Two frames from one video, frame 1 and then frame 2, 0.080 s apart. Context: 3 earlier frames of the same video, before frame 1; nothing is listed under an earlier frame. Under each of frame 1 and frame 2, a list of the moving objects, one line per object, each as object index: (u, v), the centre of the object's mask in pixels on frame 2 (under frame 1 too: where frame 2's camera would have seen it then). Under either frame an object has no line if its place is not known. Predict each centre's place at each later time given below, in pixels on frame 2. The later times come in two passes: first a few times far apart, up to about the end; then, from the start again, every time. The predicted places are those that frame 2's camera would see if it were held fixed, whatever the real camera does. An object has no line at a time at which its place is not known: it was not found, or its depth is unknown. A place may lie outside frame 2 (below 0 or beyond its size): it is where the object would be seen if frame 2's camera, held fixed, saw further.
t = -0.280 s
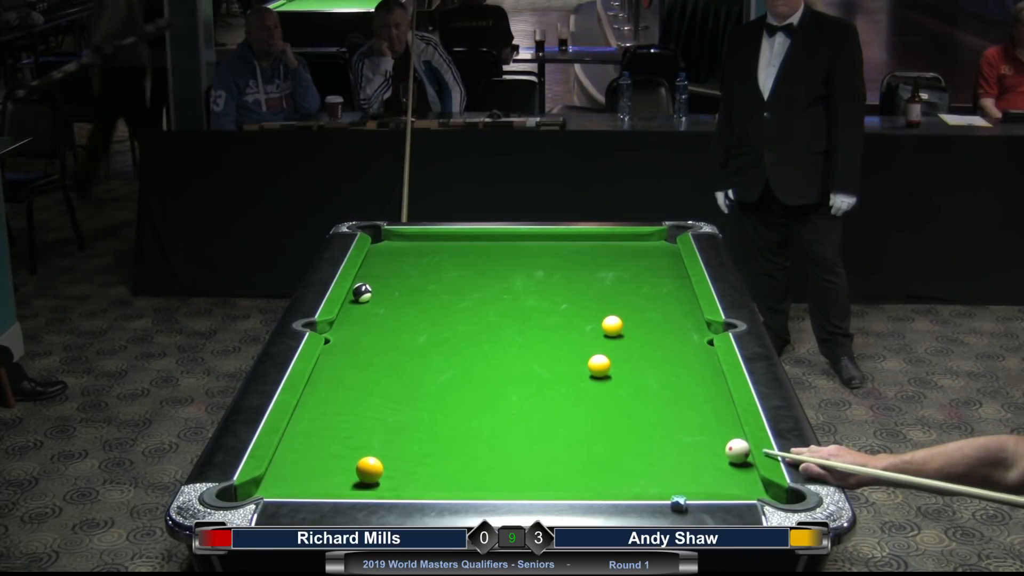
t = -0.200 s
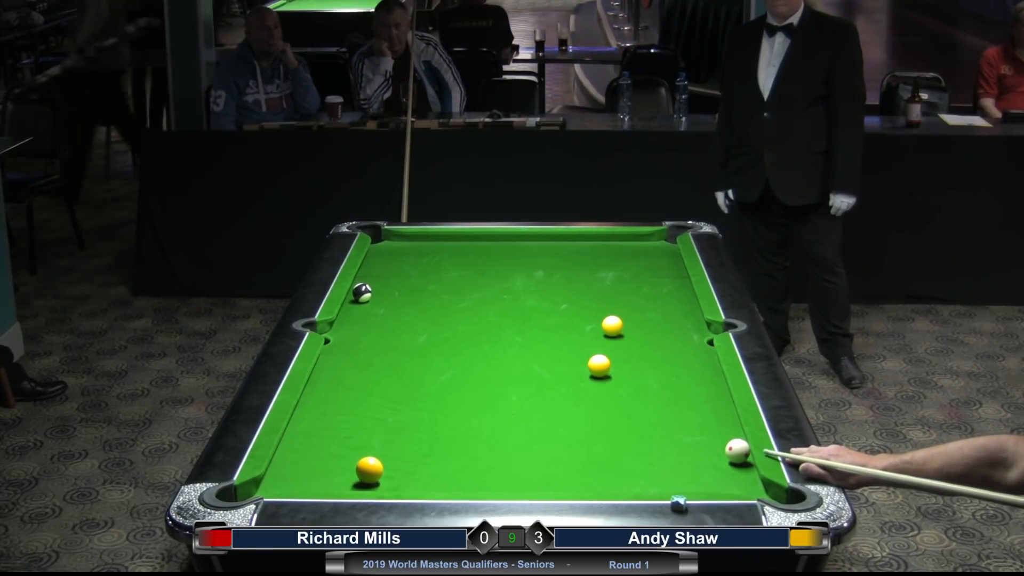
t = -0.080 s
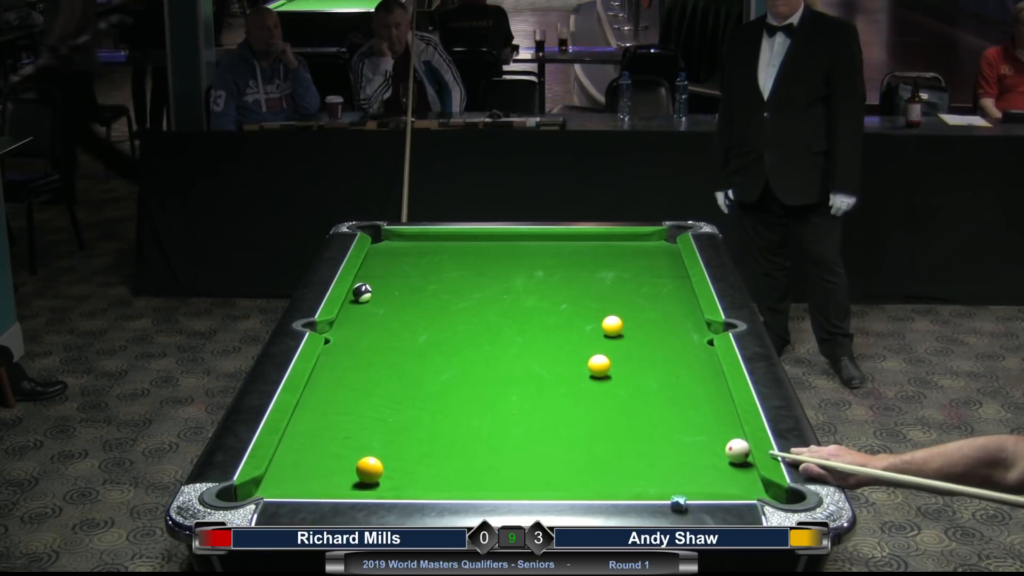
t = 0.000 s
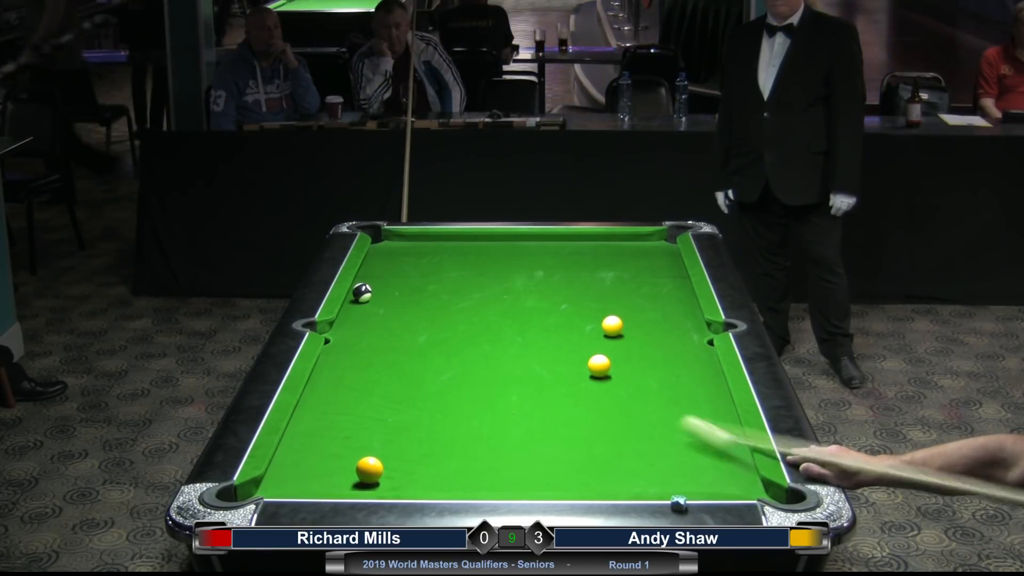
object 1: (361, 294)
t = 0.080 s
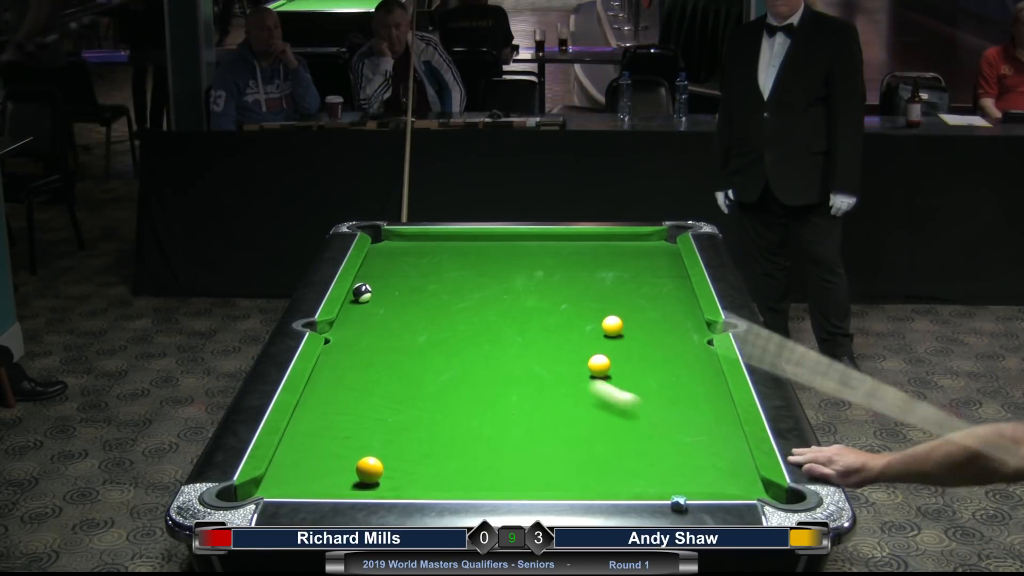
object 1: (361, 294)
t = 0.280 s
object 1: (361, 294)
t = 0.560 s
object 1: (467, 273)
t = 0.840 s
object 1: (590, 255)
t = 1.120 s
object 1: (645, 240)
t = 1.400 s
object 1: (588, 238)
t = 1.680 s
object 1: (543, 242)
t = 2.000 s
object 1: (494, 246)
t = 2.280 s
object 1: (454, 249)
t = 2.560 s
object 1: (416, 252)
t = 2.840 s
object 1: (383, 255)
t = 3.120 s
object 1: (386, 257)
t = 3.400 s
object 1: (402, 259)
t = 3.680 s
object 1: (416, 259)
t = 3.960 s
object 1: (428, 260)
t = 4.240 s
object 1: (438, 261)
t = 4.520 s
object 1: (445, 262)
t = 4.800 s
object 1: (451, 262)
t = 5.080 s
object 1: (453, 263)
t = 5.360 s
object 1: (453, 263)
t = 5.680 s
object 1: (453, 263)
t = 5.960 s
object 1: (453, 263)
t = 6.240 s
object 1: (453, 263)
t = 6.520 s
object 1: (453, 263)
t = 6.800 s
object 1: (453, 263)
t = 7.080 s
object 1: (453, 263)
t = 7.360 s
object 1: (453, 263)
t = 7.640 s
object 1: (453, 263)
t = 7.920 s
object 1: (453, 263)
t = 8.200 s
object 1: (453, 263)
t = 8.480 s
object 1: (453, 263)
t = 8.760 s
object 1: (453, 263)
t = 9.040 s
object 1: (453, 263)
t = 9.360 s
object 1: (453, 263)
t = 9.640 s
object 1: (453, 263)
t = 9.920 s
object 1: (453, 263)
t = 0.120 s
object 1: (361, 294)
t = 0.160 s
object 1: (361, 294)
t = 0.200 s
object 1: (361, 294)
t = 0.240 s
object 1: (361, 294)
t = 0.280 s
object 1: (361, 294)
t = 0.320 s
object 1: (361, 294)
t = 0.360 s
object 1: (359, 290)
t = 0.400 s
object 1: (378, 283)
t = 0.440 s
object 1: (406, 280)
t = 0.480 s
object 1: (426, 279)
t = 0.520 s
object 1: (446, 276)
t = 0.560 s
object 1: (467, 273)
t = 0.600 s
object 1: (484, 270)
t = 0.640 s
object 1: (504, 267)
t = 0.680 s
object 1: (521, 265)
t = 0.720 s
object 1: (540, 262)
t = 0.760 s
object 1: (556, 260)
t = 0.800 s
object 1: (574, 257)
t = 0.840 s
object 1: (590, 255)
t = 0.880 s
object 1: (608, 252)
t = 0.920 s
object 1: (623, 250)
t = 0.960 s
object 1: (640, 248)
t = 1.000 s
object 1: (655, 244)
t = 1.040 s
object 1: (667, 243)
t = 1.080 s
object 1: (657, 242)
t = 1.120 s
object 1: (645, 240)
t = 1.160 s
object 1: (633, 240)
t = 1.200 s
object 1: (623, 239)
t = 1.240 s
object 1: (615, 238)
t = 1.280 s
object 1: (606, 237)
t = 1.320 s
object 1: (599, 237)
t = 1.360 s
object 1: (593, 238)
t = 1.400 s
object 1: (588, 238)
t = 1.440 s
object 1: (580, 239)
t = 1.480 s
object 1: (573, 240)
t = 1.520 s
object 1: (567, 240)
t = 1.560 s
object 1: (561, 240)
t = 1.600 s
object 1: (554, 241)
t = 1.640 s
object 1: (548, 242)
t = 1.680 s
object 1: (543, 242)
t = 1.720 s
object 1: (537, 242)
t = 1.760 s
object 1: (530, 242)
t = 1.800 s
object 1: (523, 243)
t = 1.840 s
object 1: (518, 244)
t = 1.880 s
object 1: (512, 244)
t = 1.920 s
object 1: (505, 245)
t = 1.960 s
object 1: (499, 245)
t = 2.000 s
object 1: (494, 246)
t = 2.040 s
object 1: (490, 247)
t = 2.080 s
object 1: (483, 247)
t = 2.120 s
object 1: (476, 247)
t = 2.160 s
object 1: (471, 248)
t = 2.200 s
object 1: (465, 249)
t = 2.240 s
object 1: (460, 249)
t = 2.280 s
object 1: (454, 249)
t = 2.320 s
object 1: (448, 250)
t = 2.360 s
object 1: (443, 250)
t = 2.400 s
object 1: (439, 251)
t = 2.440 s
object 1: (433, 251)
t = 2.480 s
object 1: (427, 251)
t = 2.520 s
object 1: (421, 251)
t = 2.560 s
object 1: (416, 252)
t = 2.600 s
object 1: (411, 253)
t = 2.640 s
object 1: (407, 253)
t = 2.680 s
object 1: (401, 253)
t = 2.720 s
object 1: (396, 254)
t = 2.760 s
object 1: (390, 254)
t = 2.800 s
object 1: (386, 255)
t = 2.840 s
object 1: (383, 255)
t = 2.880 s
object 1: (377, 255)
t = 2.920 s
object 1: (374, 256)
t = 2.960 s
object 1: (376, 256)
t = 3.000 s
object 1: (379, 256)
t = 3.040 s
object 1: (382, 256)
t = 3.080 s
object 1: (384, 257)
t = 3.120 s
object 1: (386, 257)
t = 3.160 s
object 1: (389, 257)
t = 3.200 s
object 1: (391, 258)
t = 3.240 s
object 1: (394, 258)
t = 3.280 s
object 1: (396, 258)
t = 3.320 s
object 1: (398, 258)
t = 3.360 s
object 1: (400, 258)
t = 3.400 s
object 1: (402, 259)
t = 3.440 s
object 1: (405, 259)
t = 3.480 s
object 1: (407, 259)
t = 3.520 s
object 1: (409, 259)
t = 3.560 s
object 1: (411, 259)
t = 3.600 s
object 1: (413, 259)
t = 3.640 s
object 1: (414, 259)
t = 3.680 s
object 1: (416, 259)
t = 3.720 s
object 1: (418, 260)
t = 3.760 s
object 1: (420, 260)
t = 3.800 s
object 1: (422, 260)
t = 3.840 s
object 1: (423, 260)
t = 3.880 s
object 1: (425, 260)
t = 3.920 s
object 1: (427, 260)
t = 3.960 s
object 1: (428, 260)
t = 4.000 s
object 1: (430, 260)
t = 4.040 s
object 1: (431, 261)
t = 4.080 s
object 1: (433, 261)
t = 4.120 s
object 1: (434, 261)
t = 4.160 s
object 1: (436, 261)
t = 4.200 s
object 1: (437, 261)
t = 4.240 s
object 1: (438, 261)
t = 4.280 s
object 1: (439, 262)
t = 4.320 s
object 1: (440, 262)
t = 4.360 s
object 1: (442, 262)
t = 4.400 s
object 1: (443, 262)
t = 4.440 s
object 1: (444, 262)
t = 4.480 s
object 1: (445, 262)
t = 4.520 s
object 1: (445, 262)
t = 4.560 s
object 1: (446, 262)
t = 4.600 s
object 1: (447, 262)
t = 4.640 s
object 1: (448, 262)
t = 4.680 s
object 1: (449, 262)
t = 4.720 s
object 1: (450, 262)
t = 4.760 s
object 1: (450, 262)
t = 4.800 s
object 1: (451, 262)
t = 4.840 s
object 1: (451, 262)
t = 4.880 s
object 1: (452, 263)
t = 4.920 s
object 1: (452, 262)
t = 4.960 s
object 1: (452, 263)
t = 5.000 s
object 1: (453, 263)
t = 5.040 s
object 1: (453, 263)
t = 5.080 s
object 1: (453, 263)
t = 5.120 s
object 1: (453, 263)
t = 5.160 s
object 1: (453, 263)
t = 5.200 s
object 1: (453, 263)
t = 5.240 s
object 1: (453, 263)
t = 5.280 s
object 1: (453, 263)
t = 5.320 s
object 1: (453, 263)
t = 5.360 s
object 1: (453, 263)
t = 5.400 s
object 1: (453, 263)
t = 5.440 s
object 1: (453, 263)
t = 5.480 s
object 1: (453, 263)
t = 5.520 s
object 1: (453, 263)
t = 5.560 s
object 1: (453, 263)
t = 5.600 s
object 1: (453, 263)
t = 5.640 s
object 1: (453, 263)
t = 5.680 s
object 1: (453, 263)
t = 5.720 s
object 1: (453, 263)
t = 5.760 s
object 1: (453, 263)
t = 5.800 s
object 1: (453, 263)
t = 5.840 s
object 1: (453, 263)
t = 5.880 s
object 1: (453, 263)
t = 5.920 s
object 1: (453, 263)
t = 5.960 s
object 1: (453, 263)
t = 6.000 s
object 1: (453, 263)
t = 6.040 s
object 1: (453, 263)
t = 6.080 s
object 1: (453, 263)
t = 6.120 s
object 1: (453, 263)
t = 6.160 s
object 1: (453, 263)
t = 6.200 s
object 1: (453, 263)
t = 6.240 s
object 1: (453, 263)
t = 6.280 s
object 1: (453, 263)
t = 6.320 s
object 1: (453, 263)
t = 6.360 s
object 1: (453, 263)
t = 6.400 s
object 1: (453, 263)
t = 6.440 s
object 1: (453, 263)
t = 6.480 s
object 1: (453, 263)
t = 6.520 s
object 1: (453, 263)
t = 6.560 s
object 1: (453, 263)
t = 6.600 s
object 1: (453, 263)
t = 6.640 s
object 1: (453, 263)
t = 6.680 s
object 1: (453, 263)
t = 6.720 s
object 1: (453, 263)
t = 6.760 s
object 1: (453, 263)
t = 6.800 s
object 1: (453, 263)
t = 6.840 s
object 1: (453, 263)
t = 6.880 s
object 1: (453, 263)
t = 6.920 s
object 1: (453, 263)
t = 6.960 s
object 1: (453, 263)
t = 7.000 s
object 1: (453, 263)
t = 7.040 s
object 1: (453, 263)
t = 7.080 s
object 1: (453, 263)
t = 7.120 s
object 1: (453, 263)
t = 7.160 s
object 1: (453, 263)
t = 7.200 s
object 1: (453, 263)
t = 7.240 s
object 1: (453, 263)
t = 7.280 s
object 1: (453, 263)
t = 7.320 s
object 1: (453, 263)
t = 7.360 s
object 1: (453, 263)
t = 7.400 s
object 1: (453, 263)
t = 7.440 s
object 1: (453, 263)
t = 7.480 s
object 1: (453, 263)
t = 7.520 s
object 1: (453, 263)
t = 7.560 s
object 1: (453, 263)
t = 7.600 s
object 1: (453, 263)
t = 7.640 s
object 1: (453, 263)
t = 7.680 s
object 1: (453, 263)
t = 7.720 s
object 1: (453, 263)
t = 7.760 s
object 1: (453, 263)
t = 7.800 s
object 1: (453, 263)
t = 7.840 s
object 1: (453, 263)
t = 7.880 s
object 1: (453, 263)
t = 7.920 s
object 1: (453, 263)
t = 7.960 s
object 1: (453, 263)
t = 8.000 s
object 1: (453, 263)
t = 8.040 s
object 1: (453, 263)
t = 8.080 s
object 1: (453, 263)
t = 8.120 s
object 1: (453, 263)
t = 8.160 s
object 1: (453, 263)
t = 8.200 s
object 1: (453, 263)
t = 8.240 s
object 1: (453, 263)
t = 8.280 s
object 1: (453, 263)
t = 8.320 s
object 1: (453, 263)
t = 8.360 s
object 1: (453, 263)
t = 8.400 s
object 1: (453, 263)
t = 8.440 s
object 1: (453, 263)
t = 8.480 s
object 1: (453, 263)
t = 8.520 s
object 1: (453, 263)
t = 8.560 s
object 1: (453, 263)
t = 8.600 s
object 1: (453, 263)
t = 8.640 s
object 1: (453, 263)
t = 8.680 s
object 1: (453, 263)
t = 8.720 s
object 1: (453, 263)
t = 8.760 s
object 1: (453, 263)
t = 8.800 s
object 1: (453, 263)
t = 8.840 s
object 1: (453, 263)
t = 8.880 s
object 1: (453, 263)
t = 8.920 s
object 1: (453, 263)
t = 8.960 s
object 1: (453, 263)
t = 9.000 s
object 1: (453, 263)
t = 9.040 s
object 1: (453, 263)
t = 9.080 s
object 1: (453, 263)
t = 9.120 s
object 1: (453, 263)
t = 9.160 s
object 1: (453, 263)
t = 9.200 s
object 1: (453, 263)
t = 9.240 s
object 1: (453, 263)
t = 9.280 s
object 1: (453, 263)
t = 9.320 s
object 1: (453, 263)
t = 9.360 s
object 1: (453, 263)
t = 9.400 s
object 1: (453, 263)
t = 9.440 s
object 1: (453, 263)
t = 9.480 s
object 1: (453, 263)
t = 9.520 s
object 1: (453, 263)
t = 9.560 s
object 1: (453, 263)
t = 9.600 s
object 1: (453, 263)
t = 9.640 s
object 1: (453, 263)
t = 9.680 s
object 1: (453, 263)
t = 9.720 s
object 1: (453, 263)
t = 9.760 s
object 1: (453, 263)
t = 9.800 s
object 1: (453, 263)
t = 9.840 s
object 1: (453, 263)
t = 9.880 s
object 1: (453, 263)
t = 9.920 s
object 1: (453, 263)
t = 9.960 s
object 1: (453, 263)
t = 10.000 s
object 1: (453, 263)
